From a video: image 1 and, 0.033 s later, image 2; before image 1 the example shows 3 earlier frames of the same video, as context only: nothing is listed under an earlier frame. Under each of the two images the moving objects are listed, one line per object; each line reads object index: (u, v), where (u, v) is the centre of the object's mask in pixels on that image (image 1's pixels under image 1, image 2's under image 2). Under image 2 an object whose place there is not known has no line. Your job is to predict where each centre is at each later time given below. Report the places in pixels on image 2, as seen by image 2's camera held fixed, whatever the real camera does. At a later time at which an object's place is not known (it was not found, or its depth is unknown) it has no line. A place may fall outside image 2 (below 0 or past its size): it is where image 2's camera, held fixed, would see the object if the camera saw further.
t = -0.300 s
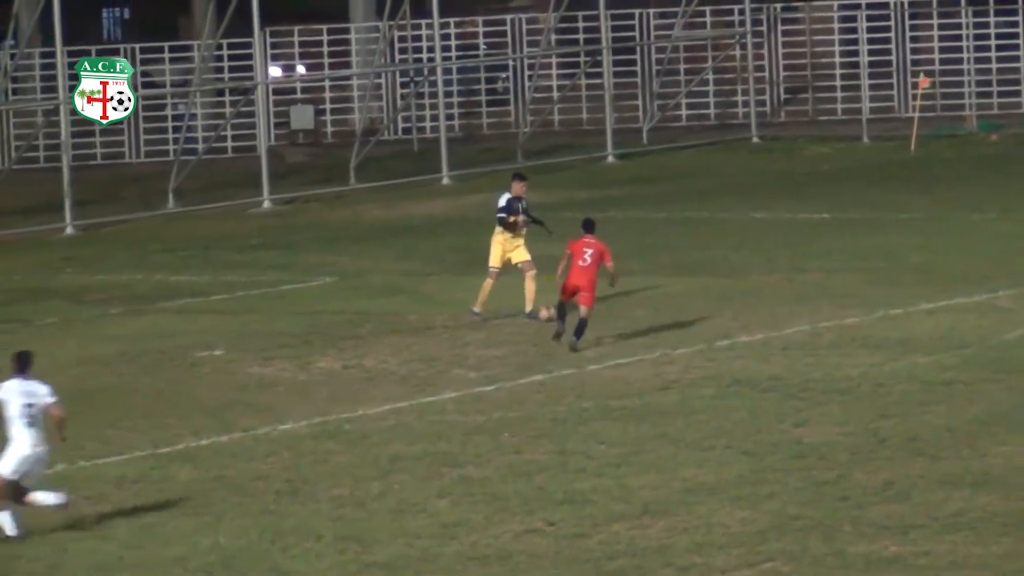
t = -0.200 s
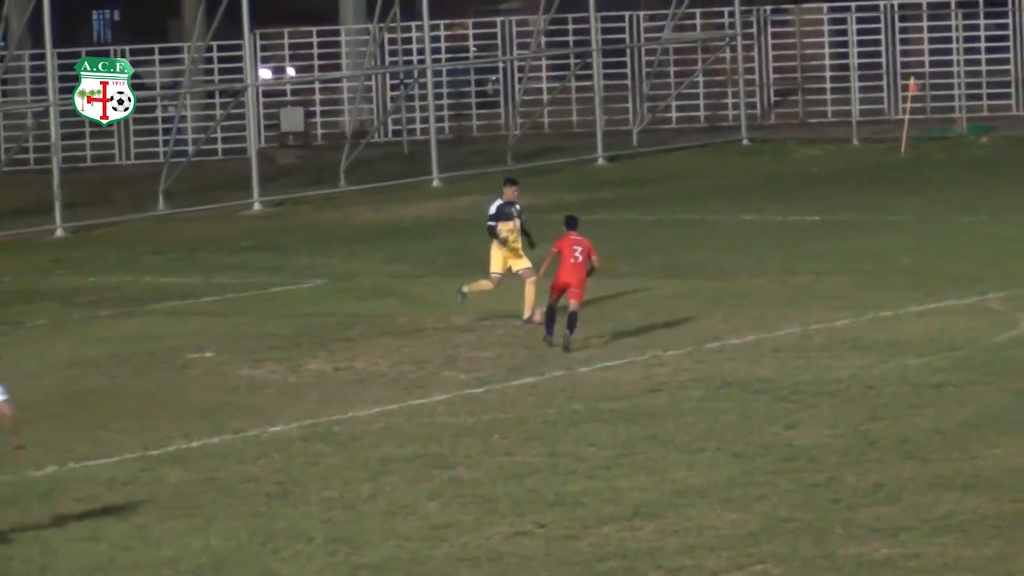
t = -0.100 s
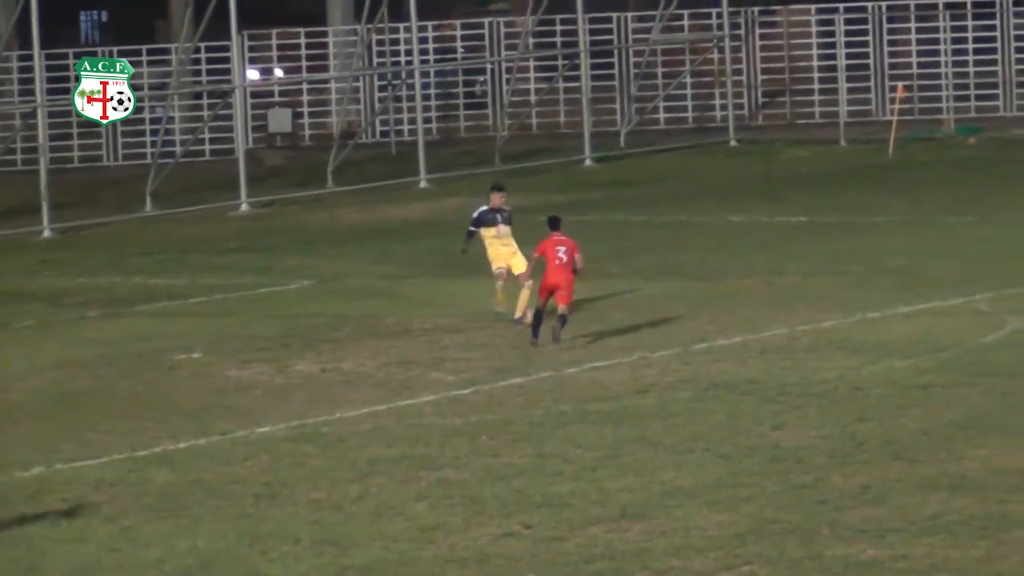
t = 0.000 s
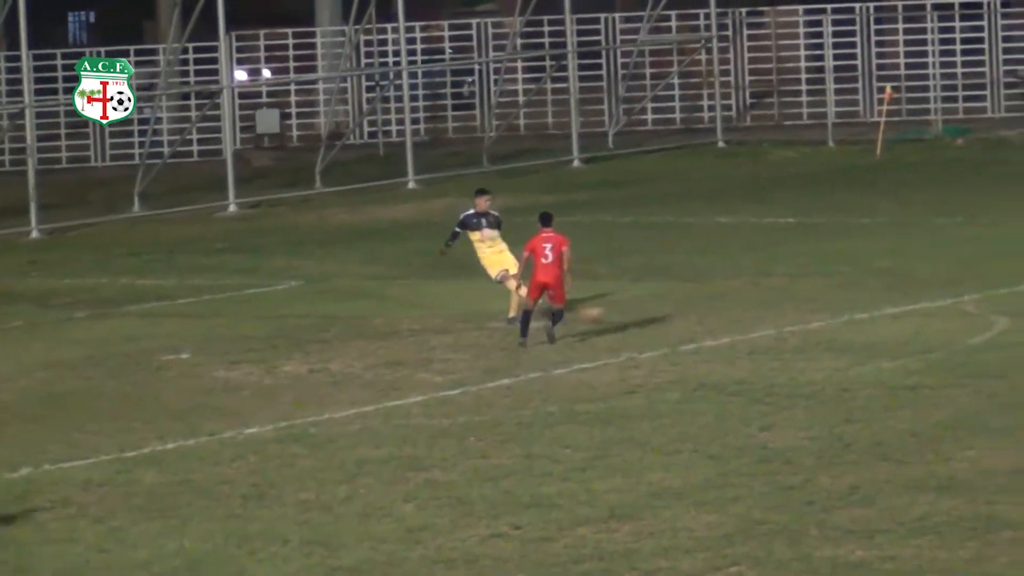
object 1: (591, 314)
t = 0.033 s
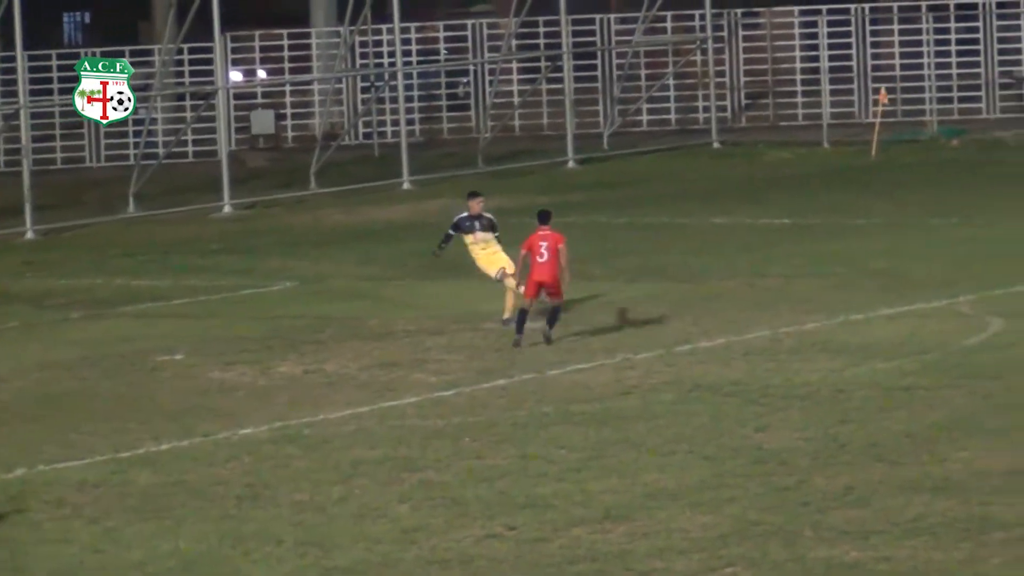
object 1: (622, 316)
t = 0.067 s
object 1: (651, 315)
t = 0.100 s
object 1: (692, 317)
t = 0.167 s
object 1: (753, 320)
